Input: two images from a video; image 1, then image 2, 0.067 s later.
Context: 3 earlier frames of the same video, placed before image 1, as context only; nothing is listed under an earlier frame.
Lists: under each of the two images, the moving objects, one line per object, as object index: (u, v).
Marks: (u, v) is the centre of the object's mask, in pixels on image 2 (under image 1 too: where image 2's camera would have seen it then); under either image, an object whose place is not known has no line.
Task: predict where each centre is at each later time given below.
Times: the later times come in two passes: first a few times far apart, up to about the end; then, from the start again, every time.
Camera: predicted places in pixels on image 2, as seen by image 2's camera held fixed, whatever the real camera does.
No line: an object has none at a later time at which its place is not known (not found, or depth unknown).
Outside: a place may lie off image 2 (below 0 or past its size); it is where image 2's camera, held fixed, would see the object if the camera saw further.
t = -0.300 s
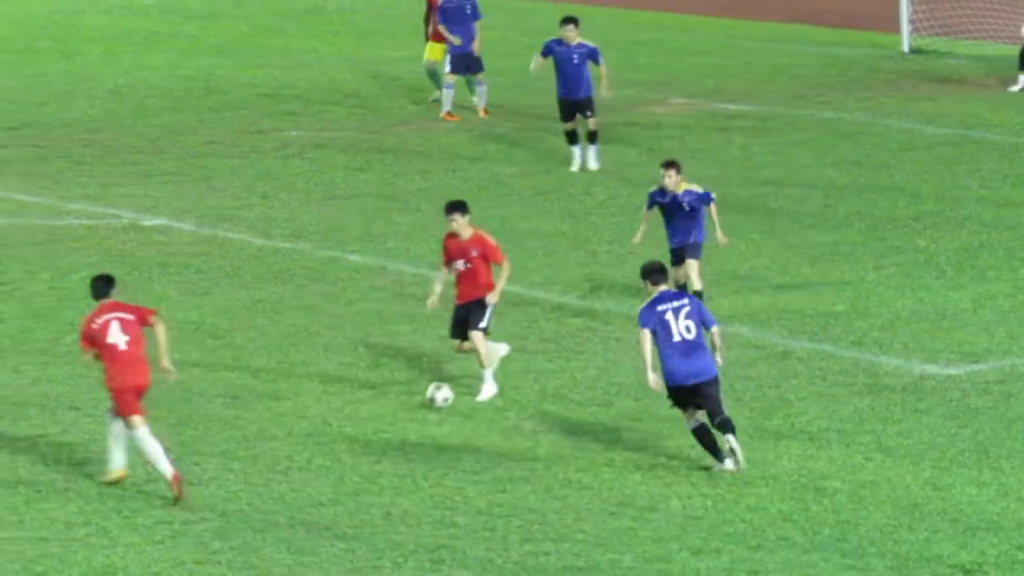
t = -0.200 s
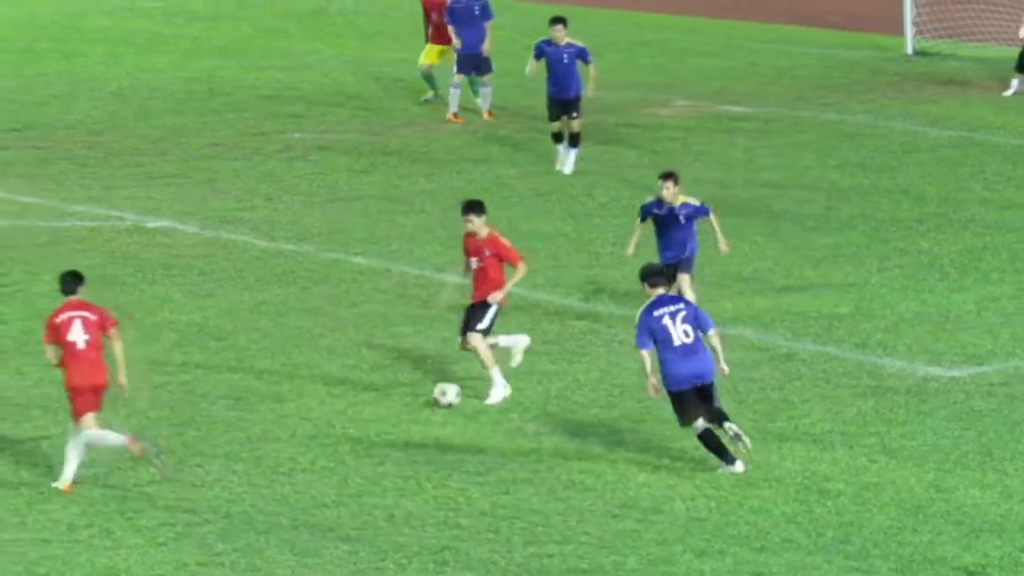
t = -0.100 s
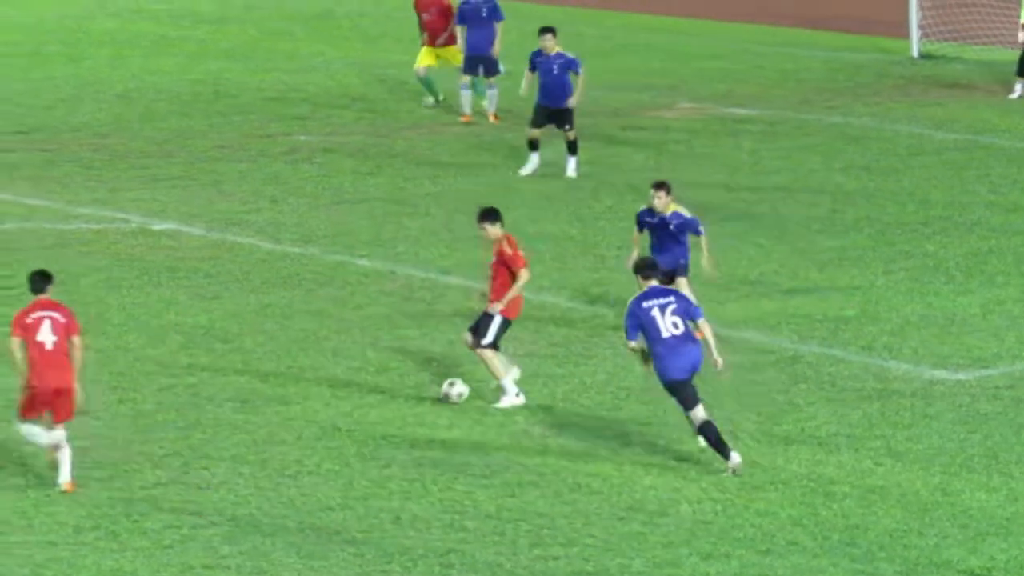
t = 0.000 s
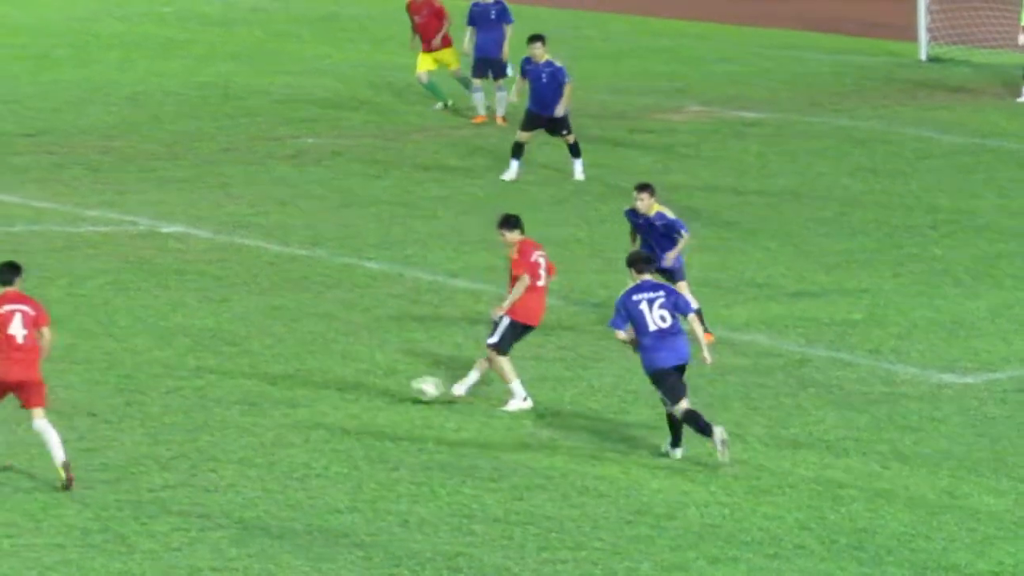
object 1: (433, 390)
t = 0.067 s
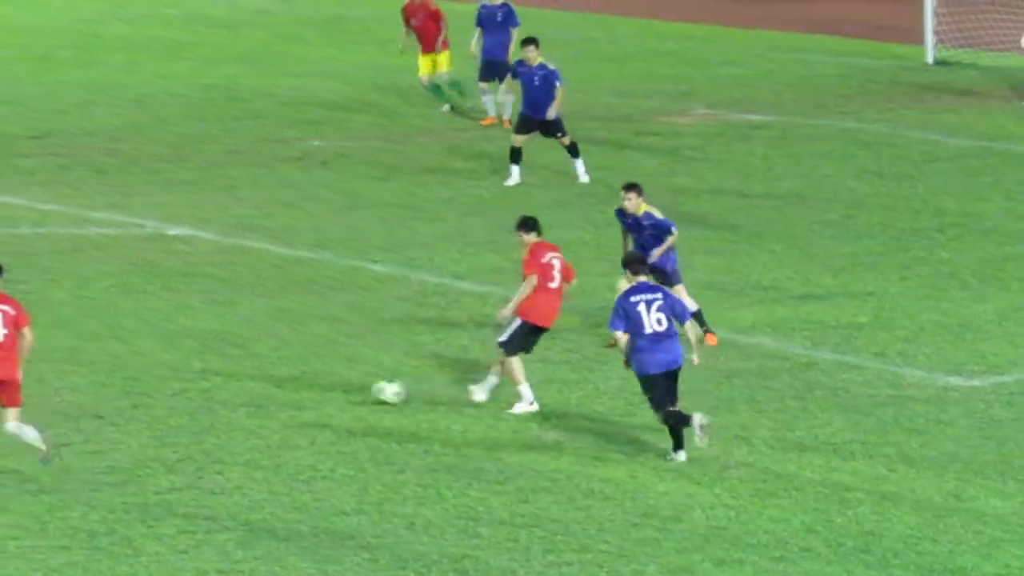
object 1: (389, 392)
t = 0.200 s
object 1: (317, 389)
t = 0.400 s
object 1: (241, 383)
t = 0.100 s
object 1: (367, 393)
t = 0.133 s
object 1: (349, 392)
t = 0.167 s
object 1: (332, 391)
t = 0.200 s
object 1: (317, 389)
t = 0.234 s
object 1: (300, 388)
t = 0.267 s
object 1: (286, 389)
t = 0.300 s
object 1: (270, 389)
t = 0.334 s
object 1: (260, 387)
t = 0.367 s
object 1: (250, 384)
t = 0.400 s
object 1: (241, 383)
